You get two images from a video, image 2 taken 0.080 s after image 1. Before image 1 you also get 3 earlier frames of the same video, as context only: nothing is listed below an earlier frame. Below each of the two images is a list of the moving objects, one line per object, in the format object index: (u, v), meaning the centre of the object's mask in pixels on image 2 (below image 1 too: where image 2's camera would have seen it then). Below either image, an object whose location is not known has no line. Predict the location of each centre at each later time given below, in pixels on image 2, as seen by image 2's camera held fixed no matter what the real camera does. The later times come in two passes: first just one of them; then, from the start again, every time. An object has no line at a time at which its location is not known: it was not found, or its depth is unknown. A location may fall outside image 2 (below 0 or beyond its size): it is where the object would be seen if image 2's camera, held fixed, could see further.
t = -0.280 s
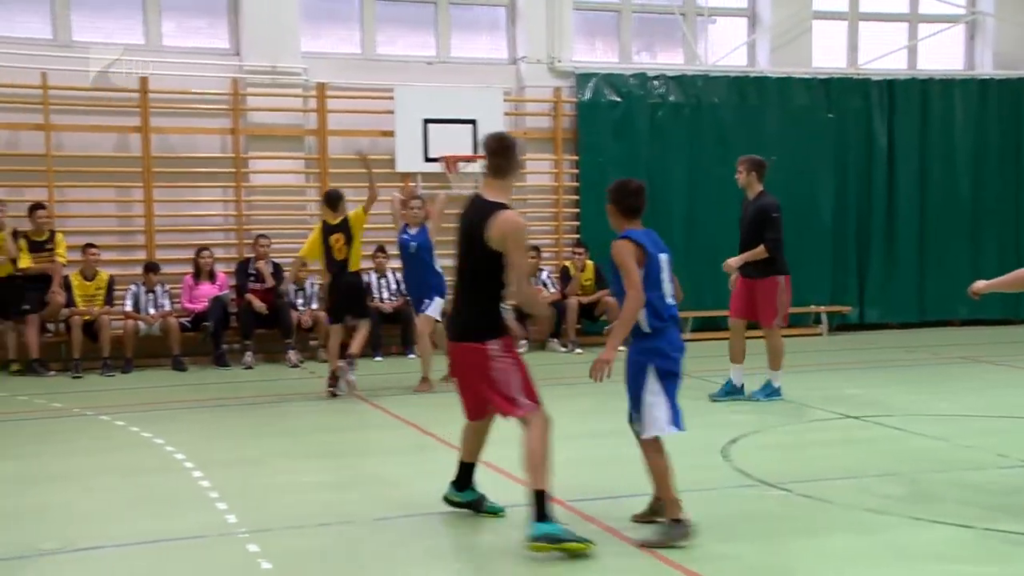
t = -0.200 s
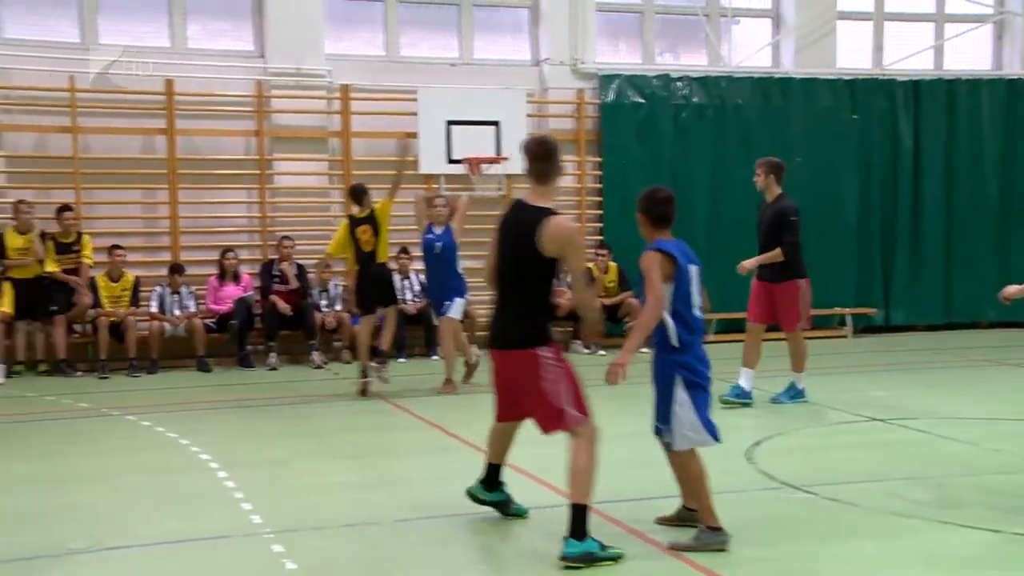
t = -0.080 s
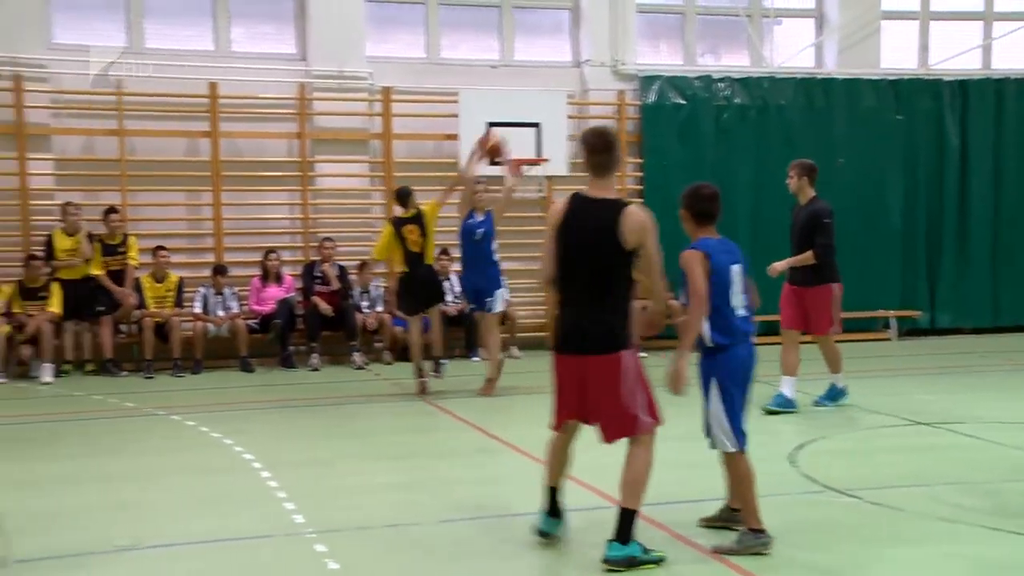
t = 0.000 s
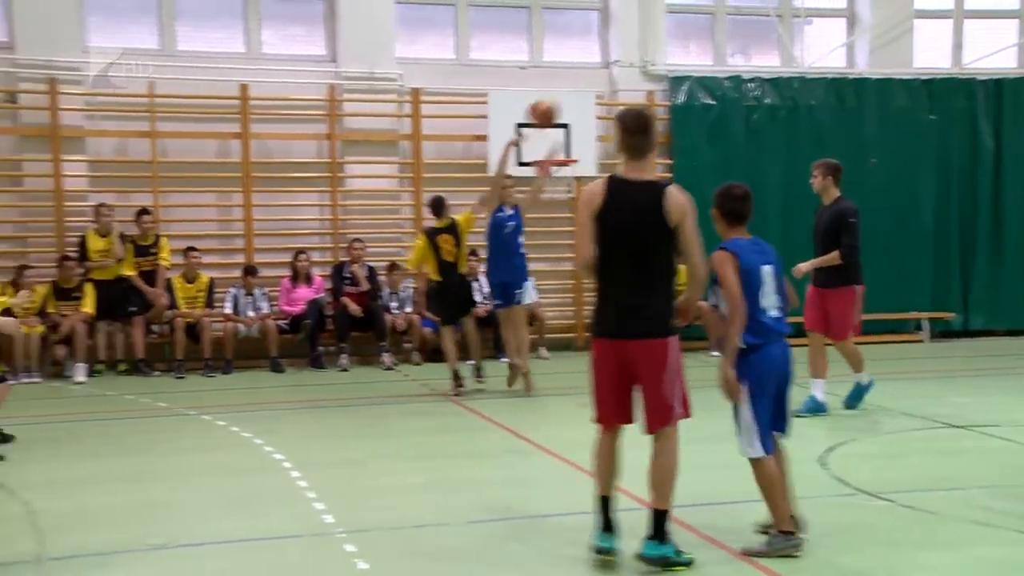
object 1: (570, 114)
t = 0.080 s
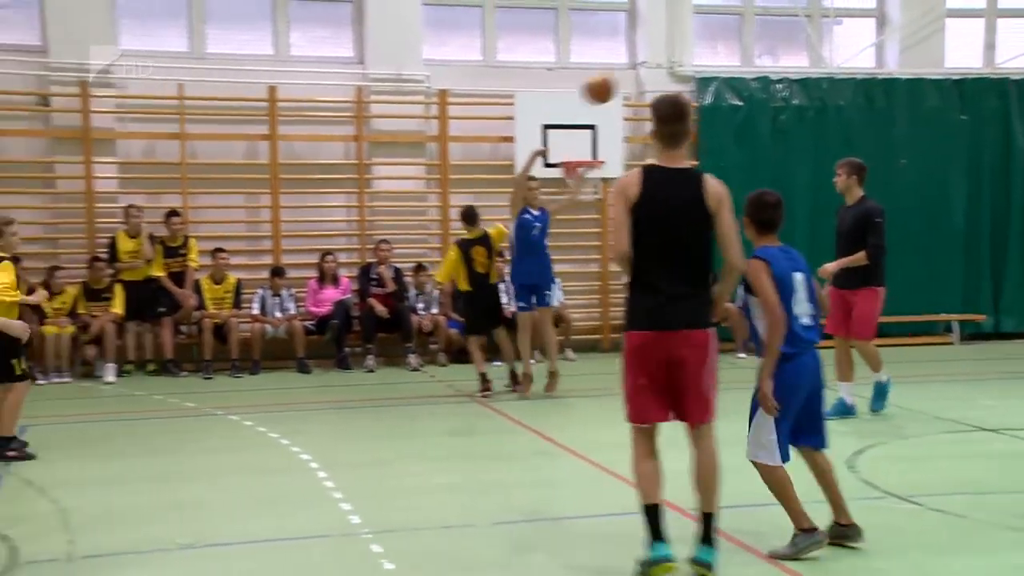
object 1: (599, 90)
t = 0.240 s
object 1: (669, 61)
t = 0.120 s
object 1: (615, 80)
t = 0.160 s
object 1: (632, 70)
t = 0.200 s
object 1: (648, 64)
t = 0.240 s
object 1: (669, 61)
